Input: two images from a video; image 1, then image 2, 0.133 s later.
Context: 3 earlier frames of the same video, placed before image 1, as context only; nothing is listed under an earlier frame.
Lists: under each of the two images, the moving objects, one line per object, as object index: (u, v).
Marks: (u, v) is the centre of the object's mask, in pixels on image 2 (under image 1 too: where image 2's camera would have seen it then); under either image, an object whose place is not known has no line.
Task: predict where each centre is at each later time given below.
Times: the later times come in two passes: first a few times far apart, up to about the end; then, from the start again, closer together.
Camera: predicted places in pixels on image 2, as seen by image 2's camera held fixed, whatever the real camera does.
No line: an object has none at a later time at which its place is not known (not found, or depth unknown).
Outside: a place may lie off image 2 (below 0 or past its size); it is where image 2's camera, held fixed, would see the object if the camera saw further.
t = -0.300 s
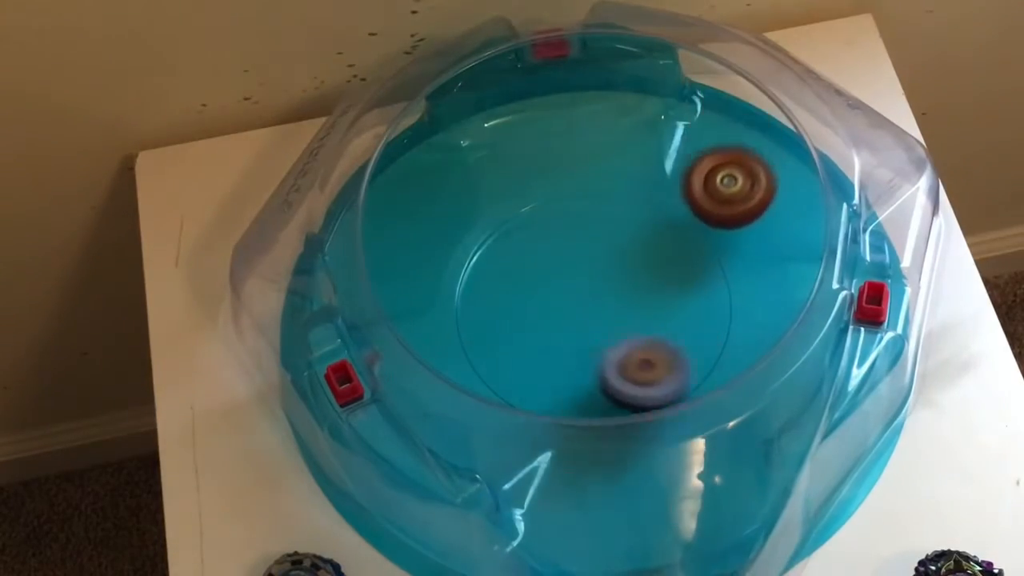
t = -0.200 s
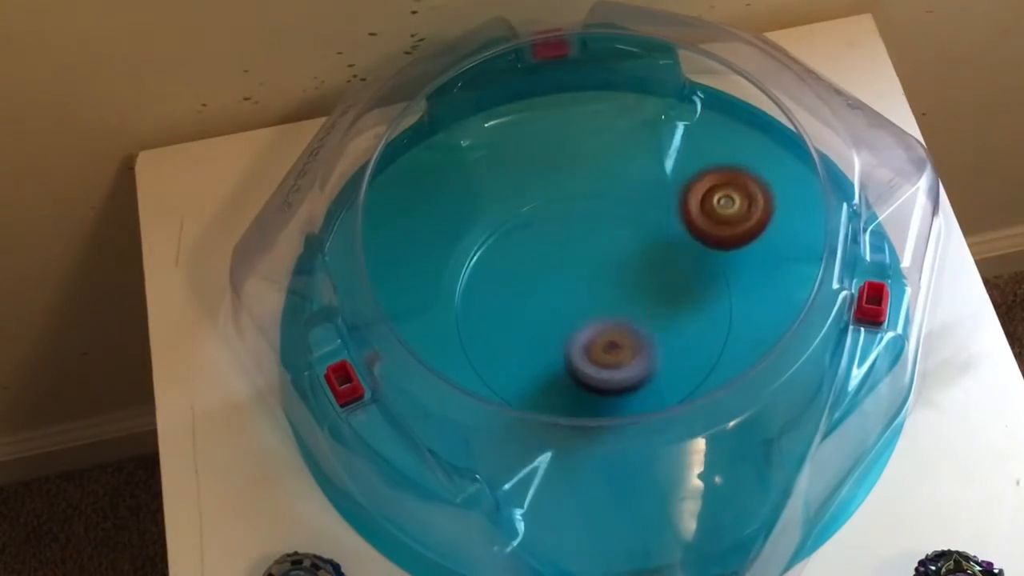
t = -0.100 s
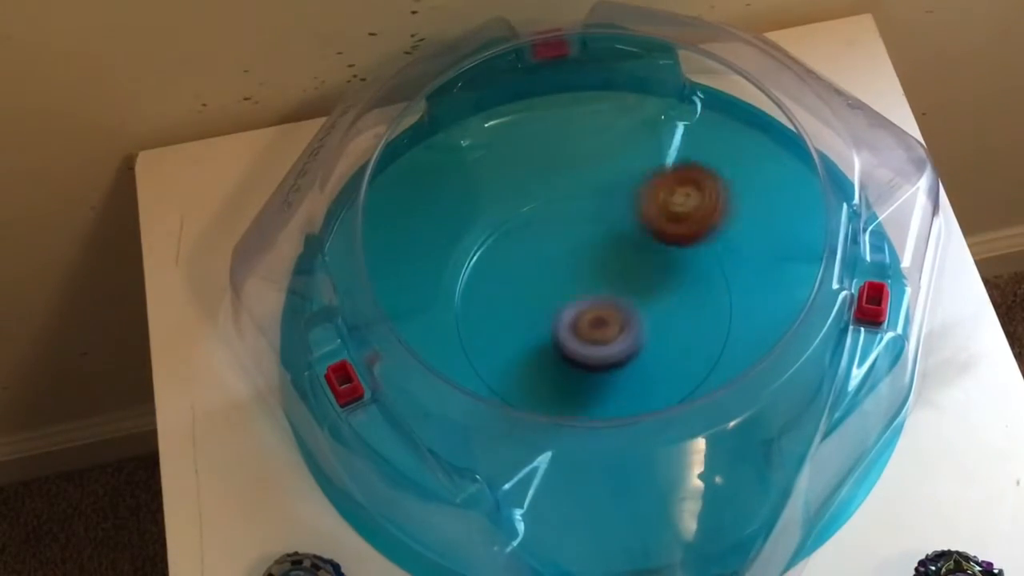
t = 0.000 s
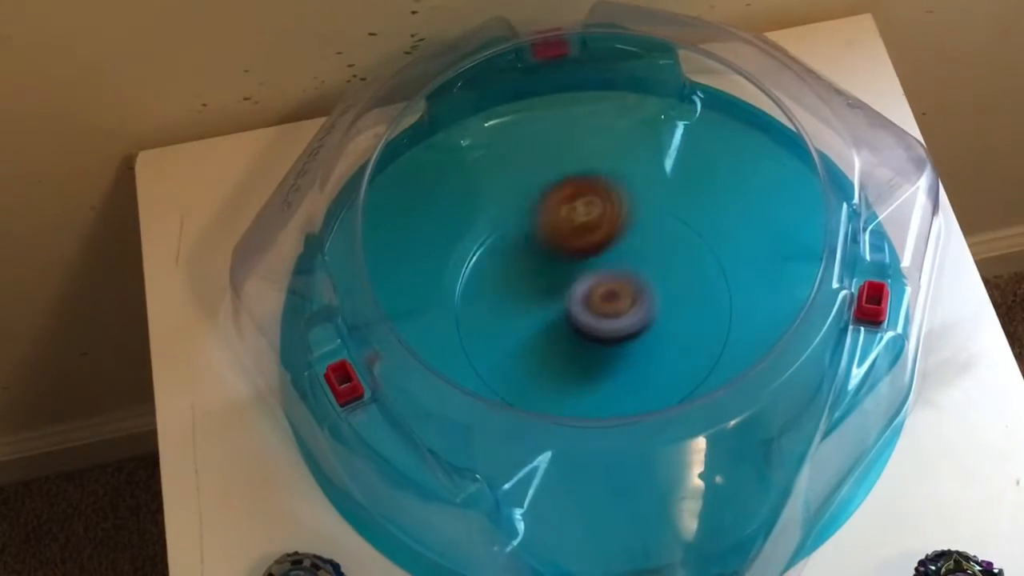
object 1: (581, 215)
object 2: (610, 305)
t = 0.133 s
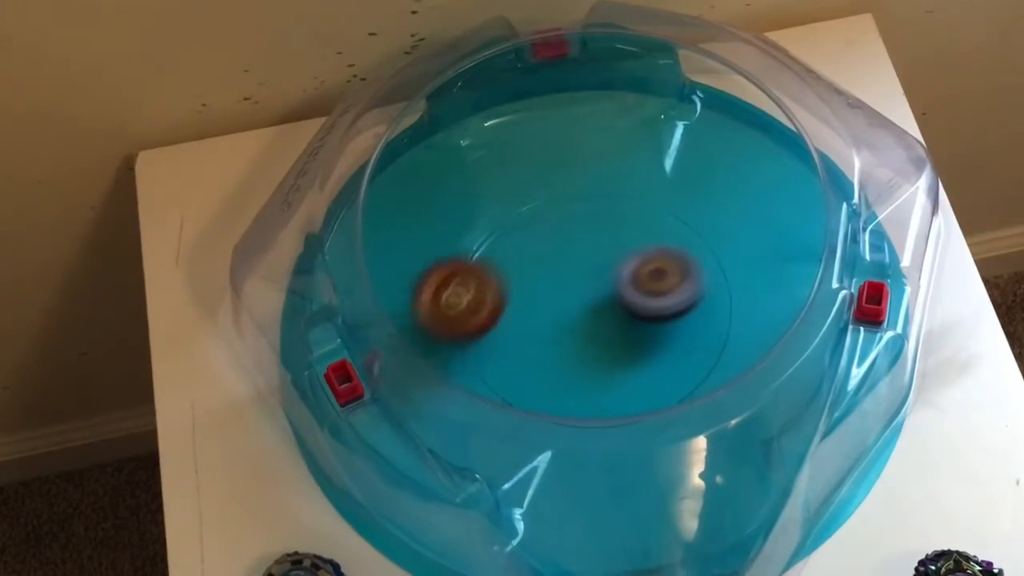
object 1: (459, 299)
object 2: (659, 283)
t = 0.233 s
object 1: (434, 376)
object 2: (699, 280)
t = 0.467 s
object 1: (699, 432)
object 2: (690, 320)
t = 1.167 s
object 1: (333, 255)
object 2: (536, 319)
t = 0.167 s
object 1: (445, 324)
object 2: (673, 280)
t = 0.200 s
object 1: (436, 350)
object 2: (686, 280)
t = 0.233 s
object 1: (434, 376)
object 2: (699, 280)
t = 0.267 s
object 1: (450, 395)
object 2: (712, 282)
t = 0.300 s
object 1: (482, 409)
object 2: (722, 286)
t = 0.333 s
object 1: (519, 416)
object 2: (720, 293)
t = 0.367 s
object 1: (561, 427)
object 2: (714, 300)
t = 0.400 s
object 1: (608, 432)
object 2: (707, 307)
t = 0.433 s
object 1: (655, 436)
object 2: (699, 314)
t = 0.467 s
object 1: (699, 432)
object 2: (690, 320)
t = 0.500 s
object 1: (726, 416)
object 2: (681, 325)
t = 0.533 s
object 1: (719, 385)
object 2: (670, 326)
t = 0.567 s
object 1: (714, 365)
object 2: (656, 325)
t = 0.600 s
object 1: (756, 368)
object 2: (605, 301)
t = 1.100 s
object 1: (338, 231)
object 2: (495, 308)
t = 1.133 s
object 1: (334, 262)
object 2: (516, 314)
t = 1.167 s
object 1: (333, 255)
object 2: (536, 319)
